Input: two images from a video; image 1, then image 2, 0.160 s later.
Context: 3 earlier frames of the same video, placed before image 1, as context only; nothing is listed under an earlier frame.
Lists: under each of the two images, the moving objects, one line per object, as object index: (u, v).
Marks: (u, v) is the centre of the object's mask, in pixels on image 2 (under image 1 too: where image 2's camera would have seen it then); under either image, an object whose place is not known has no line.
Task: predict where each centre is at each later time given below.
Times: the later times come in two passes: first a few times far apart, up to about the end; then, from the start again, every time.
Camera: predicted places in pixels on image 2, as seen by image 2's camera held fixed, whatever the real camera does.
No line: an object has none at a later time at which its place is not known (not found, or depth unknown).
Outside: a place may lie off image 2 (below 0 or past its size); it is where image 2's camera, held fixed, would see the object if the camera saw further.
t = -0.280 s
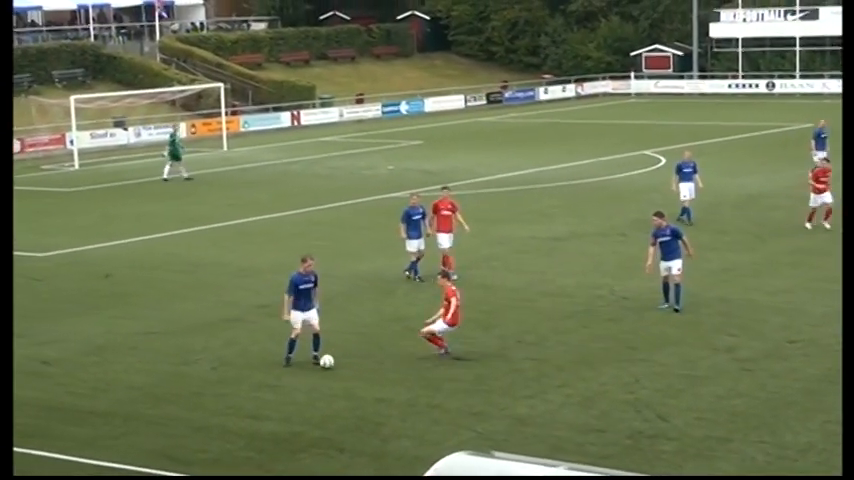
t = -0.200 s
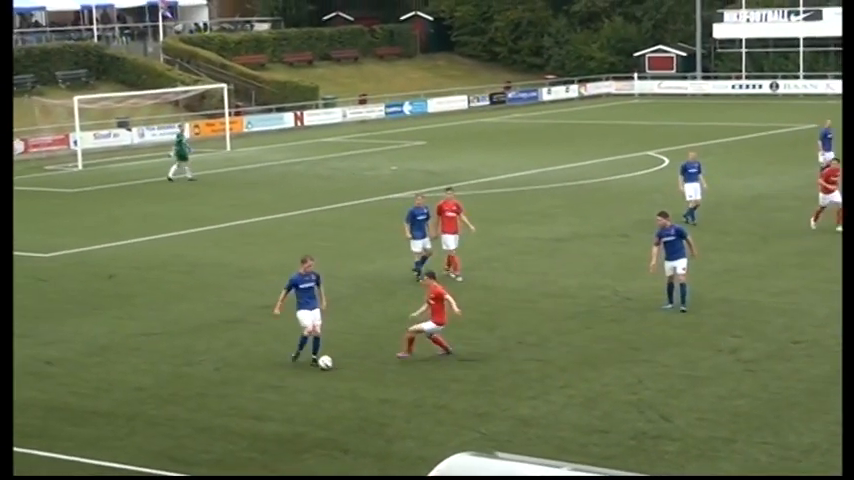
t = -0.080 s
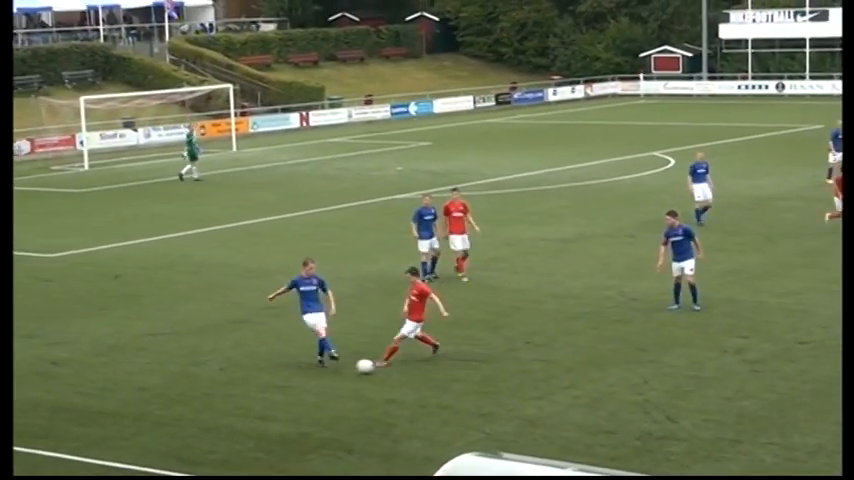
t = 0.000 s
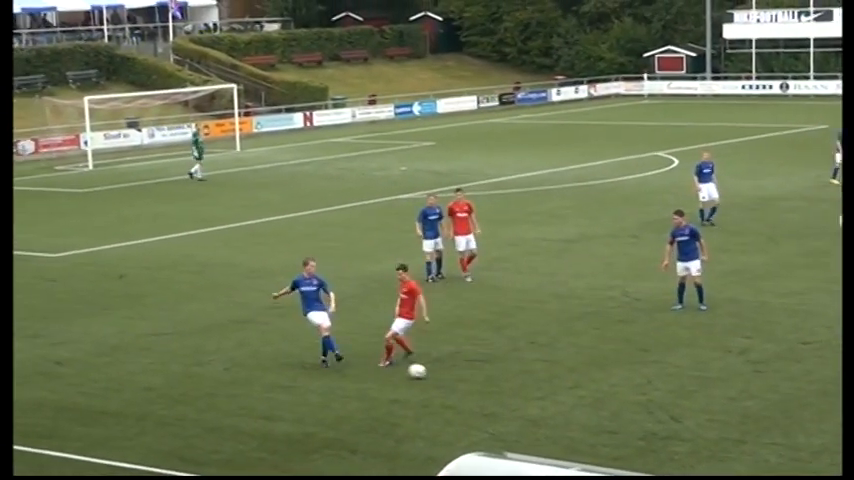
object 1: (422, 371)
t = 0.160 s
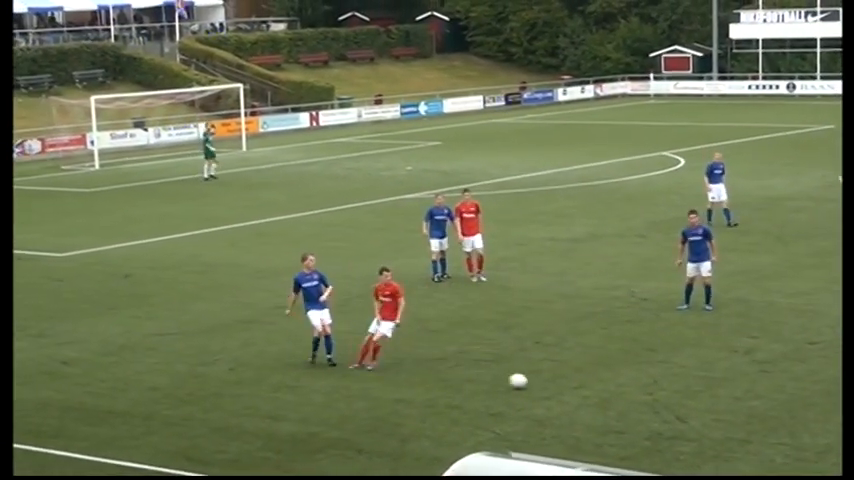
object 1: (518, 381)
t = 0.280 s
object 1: (585, 388)
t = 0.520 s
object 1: (717, 402)
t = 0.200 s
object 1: (541, 383)
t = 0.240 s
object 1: (563, 385)
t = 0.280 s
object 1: (585, 388)
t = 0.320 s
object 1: (608, 390)
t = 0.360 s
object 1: (631, 392)
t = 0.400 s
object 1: (653, 395)
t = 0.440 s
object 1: (675, 397)
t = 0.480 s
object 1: (697, 400)
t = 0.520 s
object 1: (717, 402)
